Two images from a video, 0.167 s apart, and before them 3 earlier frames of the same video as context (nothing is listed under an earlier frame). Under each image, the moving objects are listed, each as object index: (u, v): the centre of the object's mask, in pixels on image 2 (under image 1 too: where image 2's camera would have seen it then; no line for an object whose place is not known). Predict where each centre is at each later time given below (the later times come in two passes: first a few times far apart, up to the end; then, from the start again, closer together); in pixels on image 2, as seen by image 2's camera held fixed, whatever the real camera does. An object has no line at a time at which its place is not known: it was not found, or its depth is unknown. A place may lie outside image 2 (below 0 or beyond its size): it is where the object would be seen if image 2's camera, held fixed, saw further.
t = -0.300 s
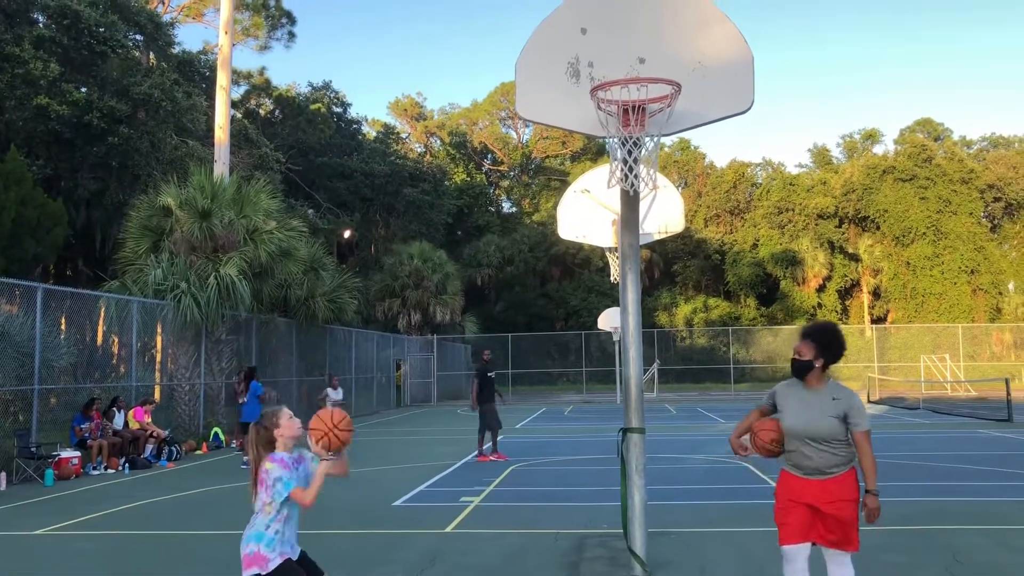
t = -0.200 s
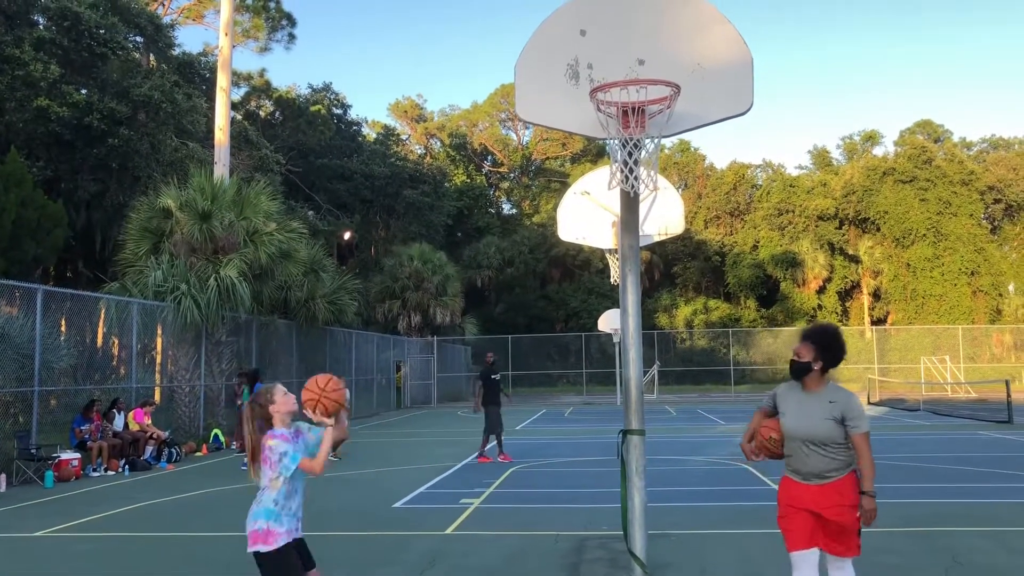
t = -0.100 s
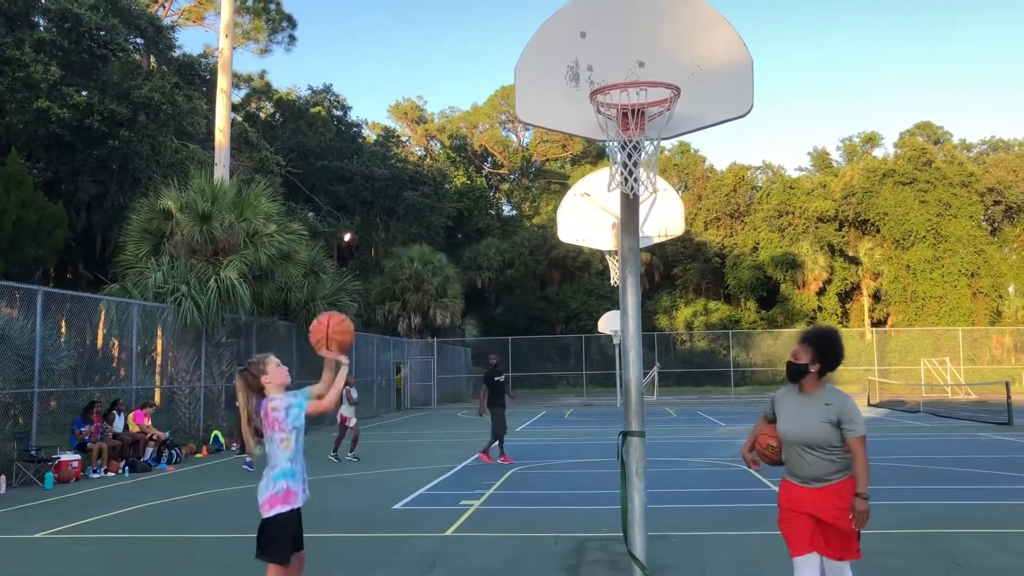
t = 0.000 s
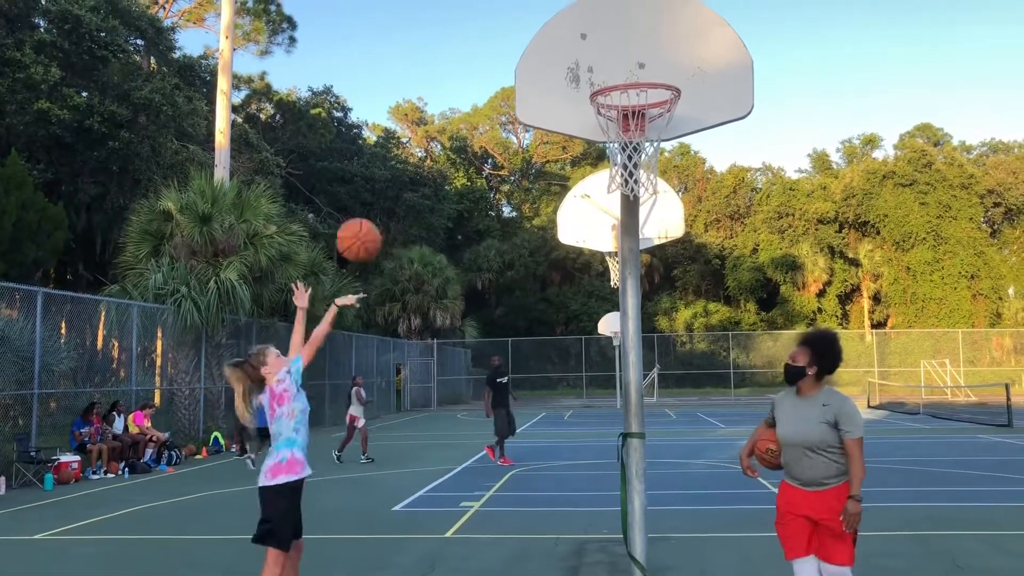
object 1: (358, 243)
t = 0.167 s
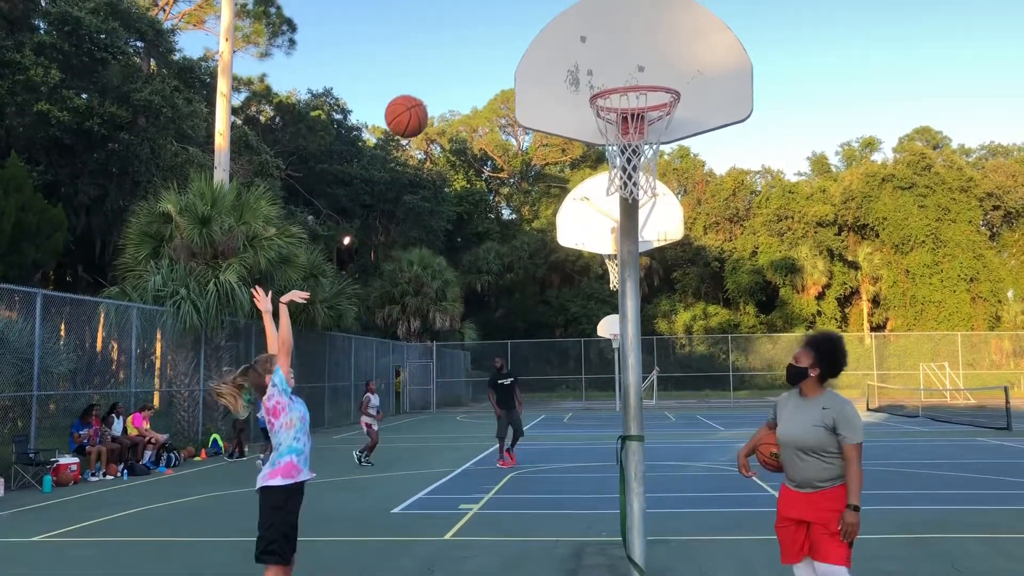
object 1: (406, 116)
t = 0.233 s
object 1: (425, 80)
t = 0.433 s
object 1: (482, 17)
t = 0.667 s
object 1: (549, 32)
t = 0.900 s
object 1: (586, 65)
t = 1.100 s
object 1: (580, 56)
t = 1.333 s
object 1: (557, 99)
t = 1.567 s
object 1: (510, 191)
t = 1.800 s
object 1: (464, 381)
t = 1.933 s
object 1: (437, 540)
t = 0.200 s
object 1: (416, 97)
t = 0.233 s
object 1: (425, 80)
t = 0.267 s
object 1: (435, 65)
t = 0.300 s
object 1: (444, 51)
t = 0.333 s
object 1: (454, 40)
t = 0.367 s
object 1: (463, 30)
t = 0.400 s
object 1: (473, 23)
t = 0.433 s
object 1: (482, 17)
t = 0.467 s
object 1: (492, 15)
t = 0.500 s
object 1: (502, 14)
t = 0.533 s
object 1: (511, 14)
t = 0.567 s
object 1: (521, 15)
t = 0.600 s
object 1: (530, 18)
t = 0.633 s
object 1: (540, 24)
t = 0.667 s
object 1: (549, 32)
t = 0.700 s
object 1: (559, 42)
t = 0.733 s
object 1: (569, 54)
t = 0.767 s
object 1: (578, 68)
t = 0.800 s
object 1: (586, 82)
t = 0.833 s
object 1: (587, 81)
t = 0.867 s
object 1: (587, 73)
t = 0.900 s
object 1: (586, 65)
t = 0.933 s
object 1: (585, 58)
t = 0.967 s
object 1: (584, 54)
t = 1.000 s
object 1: (583, 51)
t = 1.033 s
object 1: (582, 51)
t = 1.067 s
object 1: (580, 52)
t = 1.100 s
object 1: (580, 56)
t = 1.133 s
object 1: (579, 61)
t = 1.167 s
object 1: (578, 68)
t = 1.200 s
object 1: (577, 77)
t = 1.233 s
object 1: (576, 87)
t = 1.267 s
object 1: (571, 91)
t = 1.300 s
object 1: (565, 94)
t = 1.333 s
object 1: (557, 99)
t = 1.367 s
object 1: (551, 107)
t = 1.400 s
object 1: (544, 116)
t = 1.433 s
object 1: (537, 127)
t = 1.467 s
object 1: (531, 140)
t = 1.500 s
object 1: (524, 156)
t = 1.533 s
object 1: (517, 172)
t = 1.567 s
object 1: (510, 191)
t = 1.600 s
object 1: (504, 212)
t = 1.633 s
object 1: (498, 235)
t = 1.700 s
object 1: (483, 287)
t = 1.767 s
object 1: (471, 347)
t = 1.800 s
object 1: (464, 381)
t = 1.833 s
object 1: (457, 417)
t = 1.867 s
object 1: (451, 455)
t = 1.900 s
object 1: (444, 497)
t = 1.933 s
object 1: (437, 540)
